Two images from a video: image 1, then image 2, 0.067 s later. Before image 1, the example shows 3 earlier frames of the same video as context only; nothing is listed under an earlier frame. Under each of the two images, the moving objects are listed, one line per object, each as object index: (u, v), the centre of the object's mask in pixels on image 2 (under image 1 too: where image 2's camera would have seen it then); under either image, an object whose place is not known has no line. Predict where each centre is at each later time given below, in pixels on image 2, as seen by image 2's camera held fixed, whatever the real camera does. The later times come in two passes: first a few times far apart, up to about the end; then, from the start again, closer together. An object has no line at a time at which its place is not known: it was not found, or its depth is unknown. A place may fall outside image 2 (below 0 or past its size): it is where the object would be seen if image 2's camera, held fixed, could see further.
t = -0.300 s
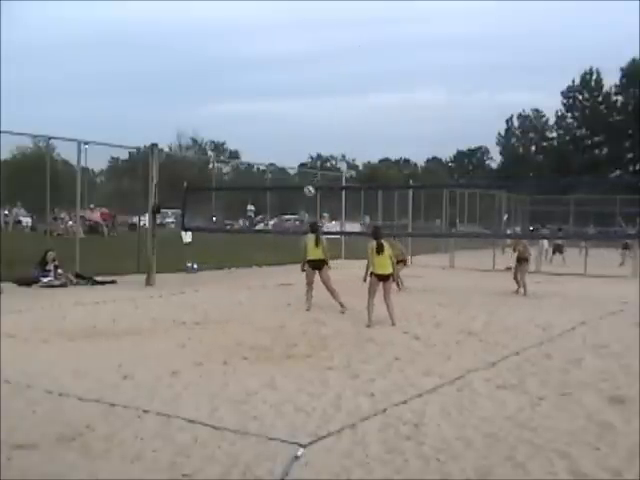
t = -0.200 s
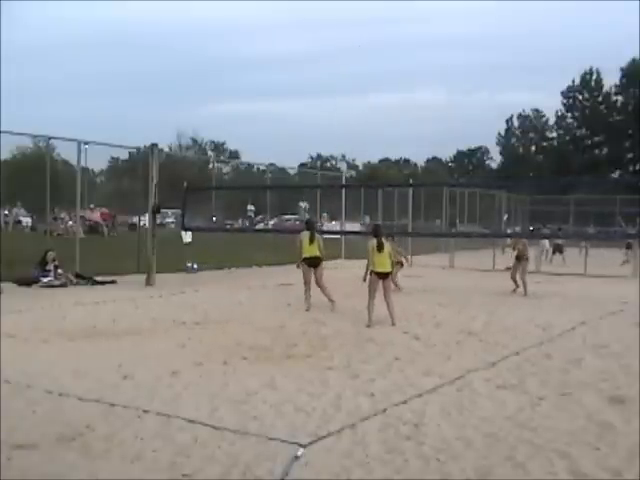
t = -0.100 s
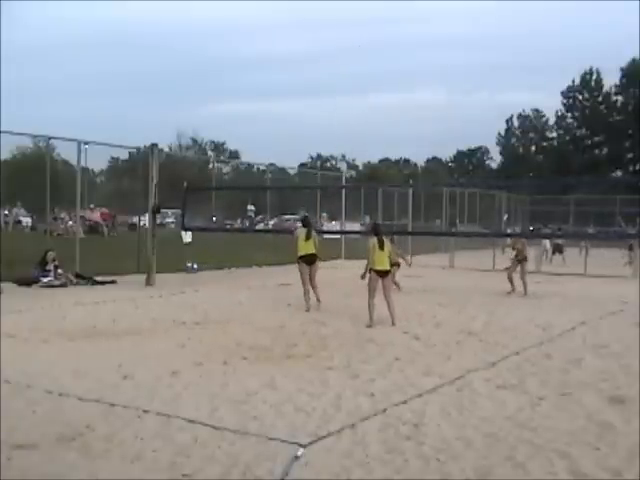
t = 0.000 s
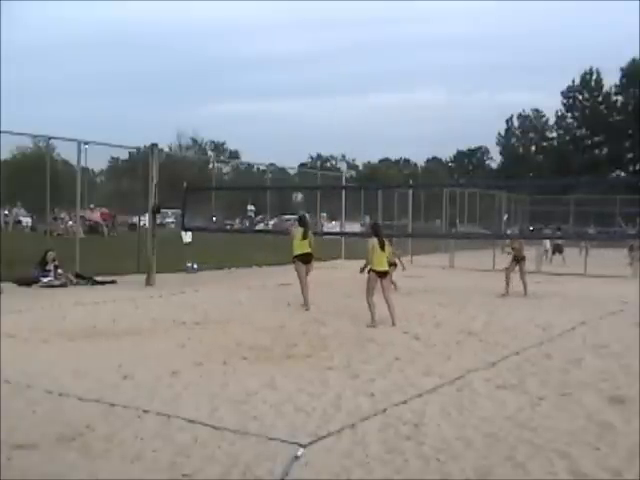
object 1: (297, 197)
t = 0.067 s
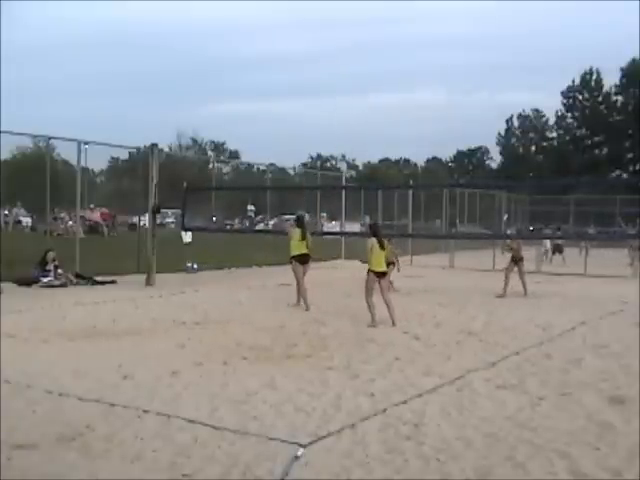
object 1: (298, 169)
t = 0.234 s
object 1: (299, 107)
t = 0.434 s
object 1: (300, 56)
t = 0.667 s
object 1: (301, 23)
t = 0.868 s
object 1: (302, 17)
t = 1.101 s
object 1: (302, 33)
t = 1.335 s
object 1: (302, 74)
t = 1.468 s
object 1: (302, 108)
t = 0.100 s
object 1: (298, 155)
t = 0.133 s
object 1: (298, 142)
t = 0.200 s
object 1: (299, 118)
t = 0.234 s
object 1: (299, 107)
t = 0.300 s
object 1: (300, 88)
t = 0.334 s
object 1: (300, 79)
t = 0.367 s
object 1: (300, 70)
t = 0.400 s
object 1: (300, 63)
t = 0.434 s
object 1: (300, 56)
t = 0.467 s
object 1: (300, 50)
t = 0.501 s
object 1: (301, 44)
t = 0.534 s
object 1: (301, 39)
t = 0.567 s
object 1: (301, 34)
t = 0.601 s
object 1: (301, 30)
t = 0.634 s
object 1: (301, 26)
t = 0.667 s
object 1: (301, 23)
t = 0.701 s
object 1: (301, 21)
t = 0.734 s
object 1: (301, 19)
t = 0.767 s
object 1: (302, 17)
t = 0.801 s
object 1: (301, 17)
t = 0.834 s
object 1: (302, 17)
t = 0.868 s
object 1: (302, 17)
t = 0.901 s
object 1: (302, 17)
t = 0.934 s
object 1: (302, 19)
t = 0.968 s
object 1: (302, 21)
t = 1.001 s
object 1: (302, 23)
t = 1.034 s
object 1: (302, 26)
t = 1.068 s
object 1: (302, 29)
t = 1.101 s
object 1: (302, 33)
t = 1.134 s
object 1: (302, 38)
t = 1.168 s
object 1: (302, 42)
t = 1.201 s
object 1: (302, 48)
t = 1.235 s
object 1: (302, 54)
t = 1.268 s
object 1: (302, 60)
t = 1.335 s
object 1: (302, 74)
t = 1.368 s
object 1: (302, 82)
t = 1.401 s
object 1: (302, 90)
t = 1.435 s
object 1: (302, 98)
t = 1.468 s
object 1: (302, 108)
